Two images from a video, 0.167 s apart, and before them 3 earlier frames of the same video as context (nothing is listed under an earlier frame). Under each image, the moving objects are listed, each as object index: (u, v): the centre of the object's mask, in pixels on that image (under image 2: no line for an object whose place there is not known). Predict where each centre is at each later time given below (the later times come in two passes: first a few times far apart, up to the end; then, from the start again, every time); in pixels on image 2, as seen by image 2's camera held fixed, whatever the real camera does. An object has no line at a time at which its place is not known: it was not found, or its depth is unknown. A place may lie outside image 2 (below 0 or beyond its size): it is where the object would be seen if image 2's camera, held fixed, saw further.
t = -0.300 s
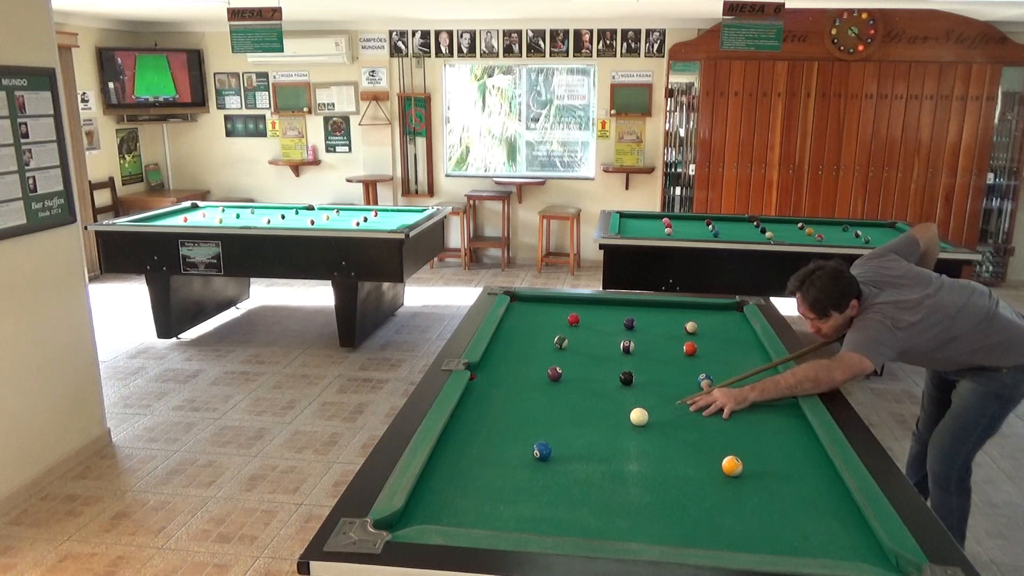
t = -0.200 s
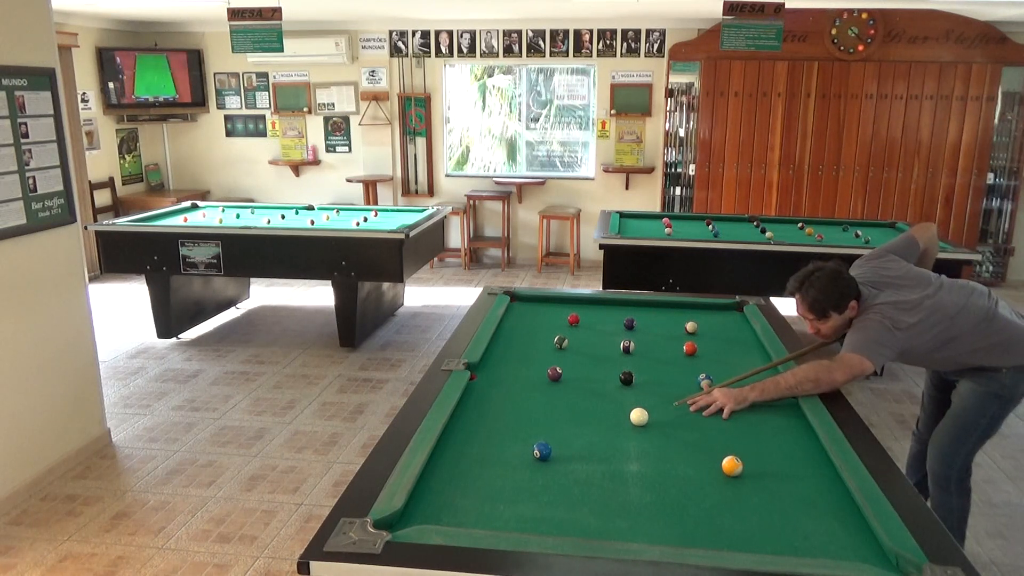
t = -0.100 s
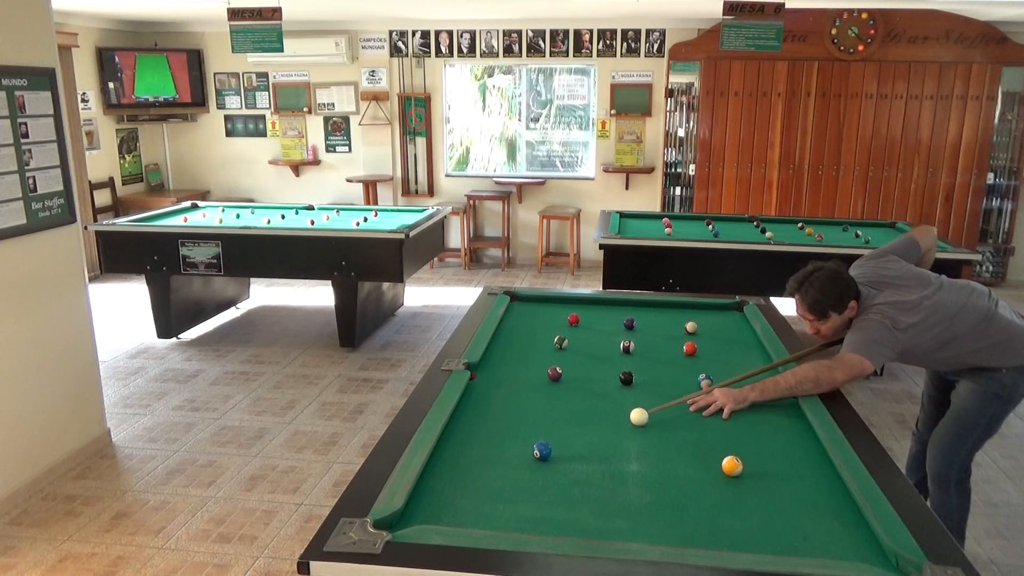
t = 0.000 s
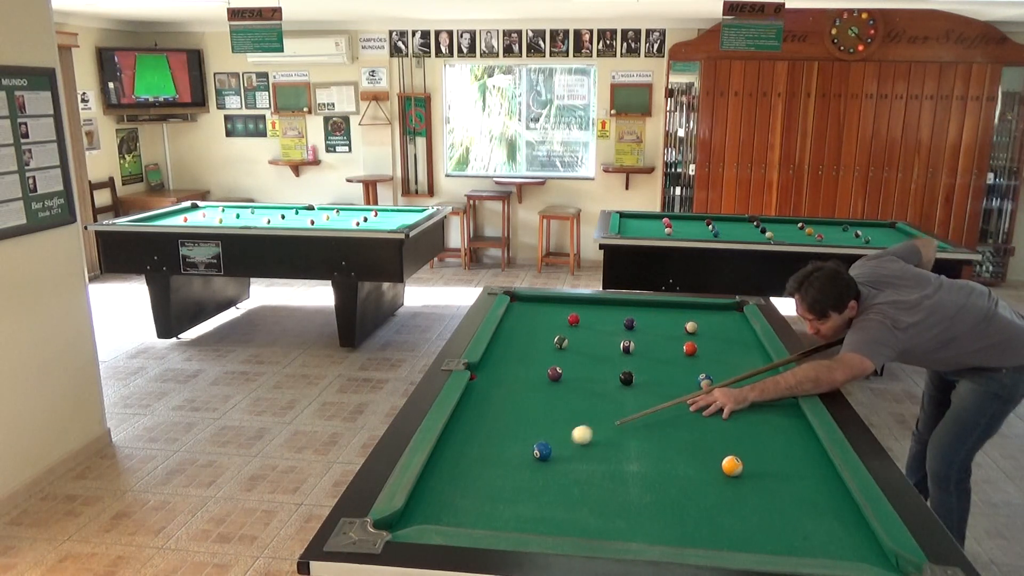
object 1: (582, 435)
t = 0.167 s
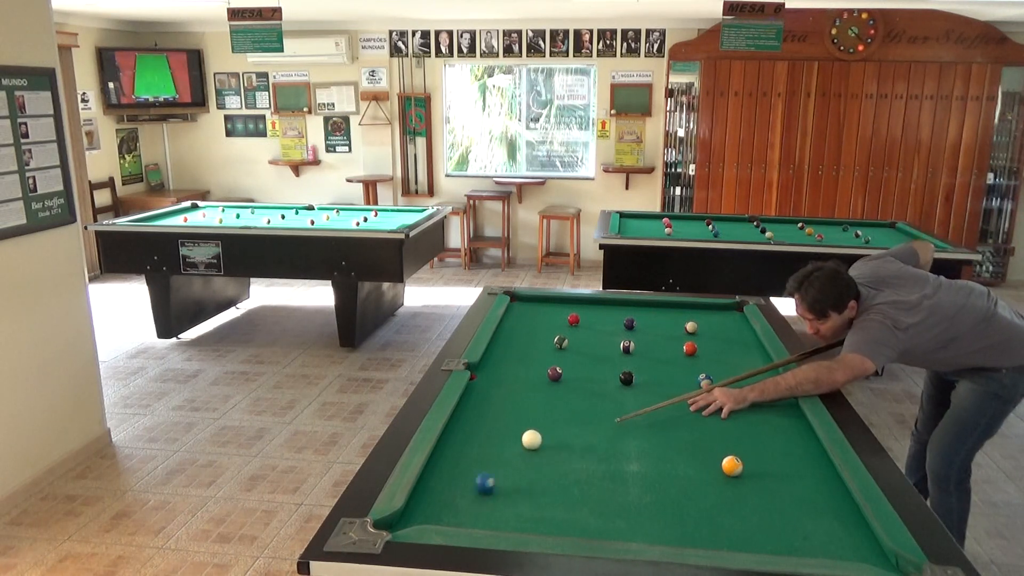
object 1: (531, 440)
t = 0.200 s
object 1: (526, 439)
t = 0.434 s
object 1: (488, 433)
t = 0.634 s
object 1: (458, 429)
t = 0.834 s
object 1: (469, 425)
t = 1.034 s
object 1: (486, 422)
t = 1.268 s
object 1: (504, 418)
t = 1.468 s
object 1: (518, 416)
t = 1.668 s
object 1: (530, 413)
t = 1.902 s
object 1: (543, 411)
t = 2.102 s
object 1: (551, 409)
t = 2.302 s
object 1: (559, 408)
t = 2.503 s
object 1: (565, 407)
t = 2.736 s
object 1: (571, 407)
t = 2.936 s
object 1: (574, 406)
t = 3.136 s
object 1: (577, 406)
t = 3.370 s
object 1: (578, 406)
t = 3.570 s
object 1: (578, 406)
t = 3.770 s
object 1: (578, 406)
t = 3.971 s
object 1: (578, 406)
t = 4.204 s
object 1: (578, 406)
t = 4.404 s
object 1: (578, 406)
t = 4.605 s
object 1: (578, 406)
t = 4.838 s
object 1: (578, 406)
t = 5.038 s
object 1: (578, 406)
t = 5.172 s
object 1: (578, 406)
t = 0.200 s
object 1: (526, 439)
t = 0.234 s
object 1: (520, 438)
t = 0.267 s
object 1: (515, 437)
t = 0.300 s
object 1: (509, 436)
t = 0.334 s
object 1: (503, 436)
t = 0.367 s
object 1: (498, 435)
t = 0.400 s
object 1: (493, 434)
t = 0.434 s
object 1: (488, 433)
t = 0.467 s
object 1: (483, 433)
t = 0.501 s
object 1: (477, 432)
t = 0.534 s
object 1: (473, 432)
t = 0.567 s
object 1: (468, 431)
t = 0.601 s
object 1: (463, 430)
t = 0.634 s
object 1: (458, 429)
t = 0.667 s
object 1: (454, 429)
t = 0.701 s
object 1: (456, 428)
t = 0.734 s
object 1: (459, 427)
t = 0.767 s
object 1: (462, 427)
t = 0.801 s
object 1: (466, 426)
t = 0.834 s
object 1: (469, 425)
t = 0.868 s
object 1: (472, 425)
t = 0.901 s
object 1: (475, 424)
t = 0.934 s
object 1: (478, 423)
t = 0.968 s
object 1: (480, 423)
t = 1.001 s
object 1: (483, 422)
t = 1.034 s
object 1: (486, 422)
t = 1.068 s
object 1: (489, 421)
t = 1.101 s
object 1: (491, 420)
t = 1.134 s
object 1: (494, 420)
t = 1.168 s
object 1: (497, 419)
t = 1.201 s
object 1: (499, 419)
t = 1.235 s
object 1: (502, 419)
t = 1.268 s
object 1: (504, 418)
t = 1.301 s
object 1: (506, 417)
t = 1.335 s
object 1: (509, 417)
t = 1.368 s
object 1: (511, 417)
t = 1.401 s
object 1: (514, 416)
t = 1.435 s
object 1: (516, 416)
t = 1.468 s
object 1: (518, 416)
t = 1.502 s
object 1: (520, 415)
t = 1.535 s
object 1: (522, 415)
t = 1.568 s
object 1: (524, 414)
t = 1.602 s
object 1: (526, 414)
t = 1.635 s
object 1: (528, 414)
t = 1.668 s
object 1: (530, 413)
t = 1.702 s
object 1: (532, 413)
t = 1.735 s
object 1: (534, 413)
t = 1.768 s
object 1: (536, 412)
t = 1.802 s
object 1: (537, 412)
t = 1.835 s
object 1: (539, 412)
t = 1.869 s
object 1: (541, 411)
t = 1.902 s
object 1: (543, 411)
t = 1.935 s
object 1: (544, 411)
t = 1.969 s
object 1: (545, 410)
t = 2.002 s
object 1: (547, 410)
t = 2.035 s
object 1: (548, 410)
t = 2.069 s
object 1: (550, 410)
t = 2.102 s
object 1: (551, 409)
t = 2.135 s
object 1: (553, 409)
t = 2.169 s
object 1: (554, 409)
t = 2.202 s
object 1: (555, 409)
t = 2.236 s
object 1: (557, 409)
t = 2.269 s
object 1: (558, 408)
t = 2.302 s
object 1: (559, 408)
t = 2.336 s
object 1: (560, 408)
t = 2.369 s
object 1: (561, 408)
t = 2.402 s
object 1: (562, 408)
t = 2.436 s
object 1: (563, 408)
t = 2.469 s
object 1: (564, 407)
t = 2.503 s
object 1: (565, 407)
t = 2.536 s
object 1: (566, 407)
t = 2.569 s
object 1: (567, 407)
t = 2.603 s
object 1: (568, 407)
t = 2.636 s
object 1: (569, 407)
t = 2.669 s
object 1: (570, 407)
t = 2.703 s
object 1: (570, 407)
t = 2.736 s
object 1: (571, 407)
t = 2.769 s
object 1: (571, 407)
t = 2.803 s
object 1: (572, 407)
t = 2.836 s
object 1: (573, 407)
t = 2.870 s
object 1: (573, 406)
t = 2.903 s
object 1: (574, 406)
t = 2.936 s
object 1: (574, 406)
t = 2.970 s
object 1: (575, 406)
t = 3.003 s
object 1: (575, 406)
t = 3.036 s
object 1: (576, 406)
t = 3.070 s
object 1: (576, 406)
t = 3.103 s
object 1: (576, 406)
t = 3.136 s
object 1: (577, 406)
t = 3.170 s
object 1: (577, 406)
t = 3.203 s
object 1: (577, 406)
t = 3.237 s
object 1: (577, 406)
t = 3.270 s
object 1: (577, 406)
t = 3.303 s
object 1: (578, 406)
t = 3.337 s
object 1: (578, 406)
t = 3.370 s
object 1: (578, 406)
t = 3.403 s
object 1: (578, 406)
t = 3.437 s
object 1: (578, 406)
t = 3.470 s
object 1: (578, 406)
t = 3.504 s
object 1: (578, 406)
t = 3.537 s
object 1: (578, 406)
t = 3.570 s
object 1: (578, 406)
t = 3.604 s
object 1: (578, 406)
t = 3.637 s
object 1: (578, 406)
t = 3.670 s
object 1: (578, 406)
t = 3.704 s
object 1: (578, 406)
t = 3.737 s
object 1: (578, 406)
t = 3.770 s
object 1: (578, 406)
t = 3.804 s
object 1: (578, 406)
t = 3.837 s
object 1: (578, 406)
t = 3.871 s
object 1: (578, 406)
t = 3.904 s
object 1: (578, 406)
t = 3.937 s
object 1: (578, 406)
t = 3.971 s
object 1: (578, 406)
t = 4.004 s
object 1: (578, 406)
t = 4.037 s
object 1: (578, 406)
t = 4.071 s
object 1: (578, 406)
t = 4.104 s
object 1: (578, 406)
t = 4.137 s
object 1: (578, 406)
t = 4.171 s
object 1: (578, 406)
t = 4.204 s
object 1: (578, 406)
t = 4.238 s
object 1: (578, 406)
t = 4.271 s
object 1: (578, 406)
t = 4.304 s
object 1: (578, 406)
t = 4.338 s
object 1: (578, 406)
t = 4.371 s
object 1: (578, 406)
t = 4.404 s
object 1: (578, 406)
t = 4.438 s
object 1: (578, 406)
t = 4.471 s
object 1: (578, 406)
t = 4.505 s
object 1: (578, 406)
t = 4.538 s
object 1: (578, 406)
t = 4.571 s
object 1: (578, 406)
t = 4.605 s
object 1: (578, 406)
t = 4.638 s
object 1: (578, 406)
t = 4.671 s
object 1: (578, 406)
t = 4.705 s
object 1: (578, 406)
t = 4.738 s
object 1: (578, 406)
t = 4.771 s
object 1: (578, 406)
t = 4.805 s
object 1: (578, 406)
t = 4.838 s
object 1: (578, 406)
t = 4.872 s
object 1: (578, 406)
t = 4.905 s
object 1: (578, 406)
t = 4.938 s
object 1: (578, 406)
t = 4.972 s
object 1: (578, 406)
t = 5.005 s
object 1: (578, 406)
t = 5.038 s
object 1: (578, 406)
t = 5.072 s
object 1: (578, 406)
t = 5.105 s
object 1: (578, 406)
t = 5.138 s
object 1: (578, 406)
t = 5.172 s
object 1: (578, 406)
